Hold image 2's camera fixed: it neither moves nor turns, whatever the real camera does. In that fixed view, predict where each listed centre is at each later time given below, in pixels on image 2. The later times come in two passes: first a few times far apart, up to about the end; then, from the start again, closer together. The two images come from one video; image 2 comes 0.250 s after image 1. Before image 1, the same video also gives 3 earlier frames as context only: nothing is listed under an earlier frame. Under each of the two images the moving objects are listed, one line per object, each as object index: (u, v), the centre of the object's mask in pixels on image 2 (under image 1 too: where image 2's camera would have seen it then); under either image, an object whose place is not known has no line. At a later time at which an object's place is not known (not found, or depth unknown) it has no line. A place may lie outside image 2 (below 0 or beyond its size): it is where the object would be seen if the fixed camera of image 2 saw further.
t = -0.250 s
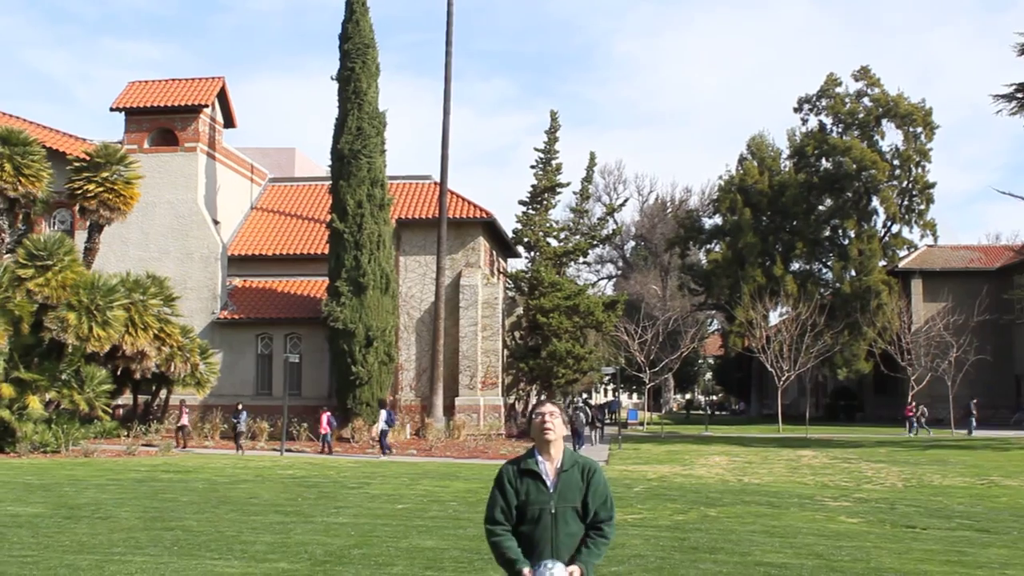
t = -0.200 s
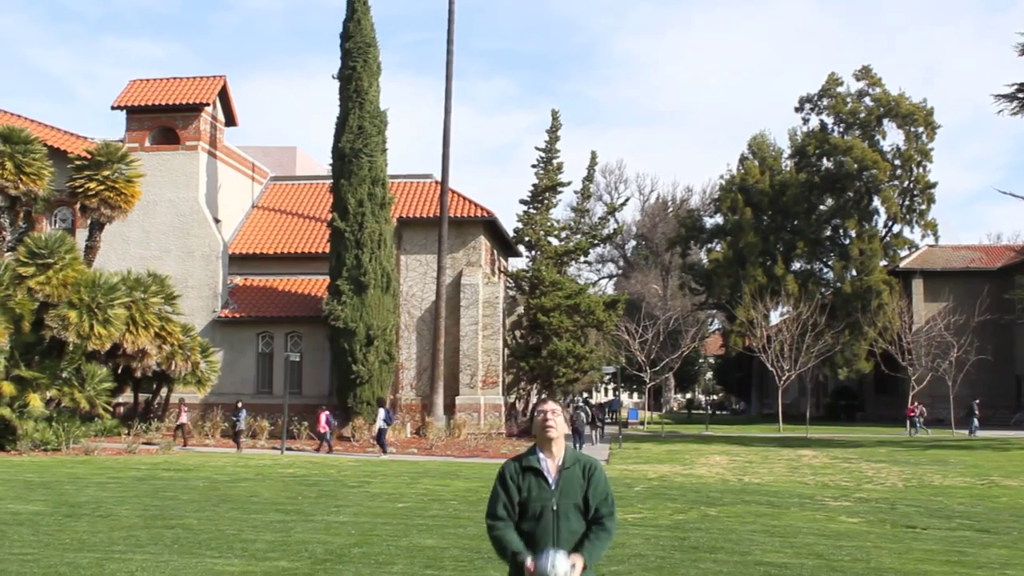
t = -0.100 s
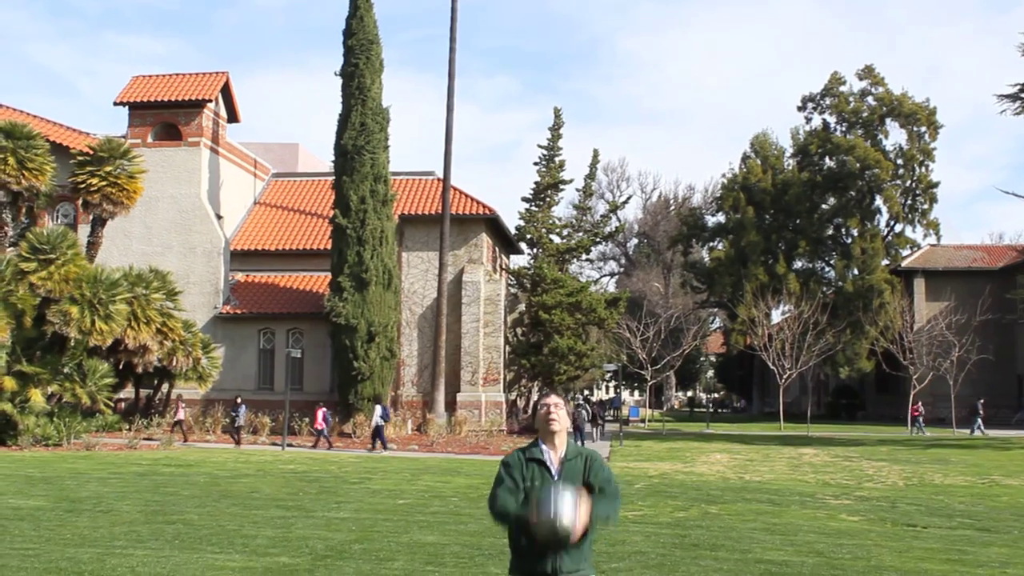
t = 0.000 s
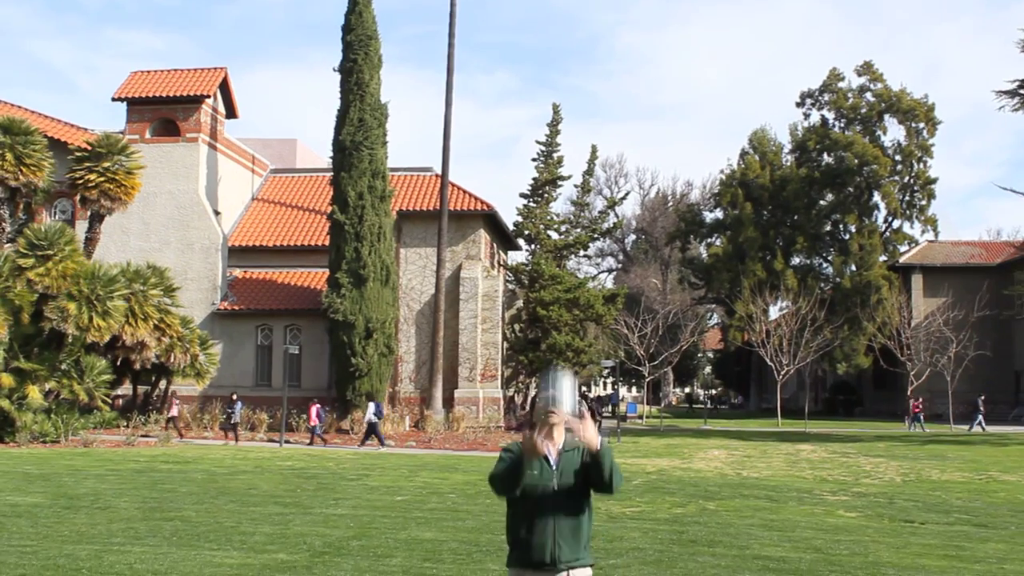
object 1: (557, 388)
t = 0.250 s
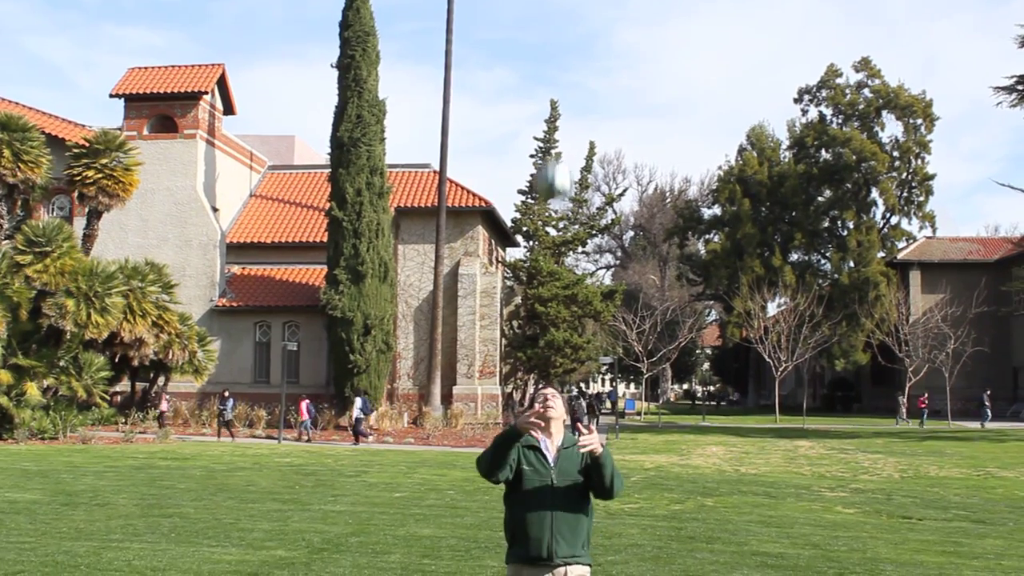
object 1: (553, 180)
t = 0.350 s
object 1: (552, 132)
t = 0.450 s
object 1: (552, 104)
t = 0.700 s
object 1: (549, 122)
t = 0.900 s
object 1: (547, 239)
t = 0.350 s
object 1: (552, 132)
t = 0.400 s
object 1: (553, 115)
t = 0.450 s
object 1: (552, 104)
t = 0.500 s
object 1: (551, 98)
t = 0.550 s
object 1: (551, 97)
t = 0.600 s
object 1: (550, 100)
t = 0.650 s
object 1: (550, 109)
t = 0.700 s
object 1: (549, 122)
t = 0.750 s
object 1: (548, 143)
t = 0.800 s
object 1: (548, 168)
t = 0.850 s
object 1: (547, 199)
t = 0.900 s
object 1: (547, 239)
